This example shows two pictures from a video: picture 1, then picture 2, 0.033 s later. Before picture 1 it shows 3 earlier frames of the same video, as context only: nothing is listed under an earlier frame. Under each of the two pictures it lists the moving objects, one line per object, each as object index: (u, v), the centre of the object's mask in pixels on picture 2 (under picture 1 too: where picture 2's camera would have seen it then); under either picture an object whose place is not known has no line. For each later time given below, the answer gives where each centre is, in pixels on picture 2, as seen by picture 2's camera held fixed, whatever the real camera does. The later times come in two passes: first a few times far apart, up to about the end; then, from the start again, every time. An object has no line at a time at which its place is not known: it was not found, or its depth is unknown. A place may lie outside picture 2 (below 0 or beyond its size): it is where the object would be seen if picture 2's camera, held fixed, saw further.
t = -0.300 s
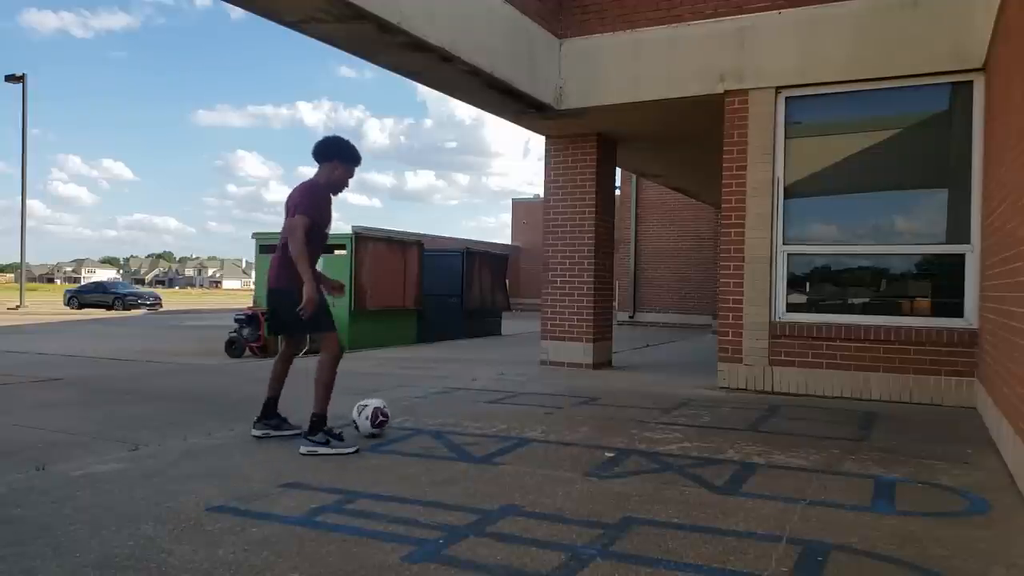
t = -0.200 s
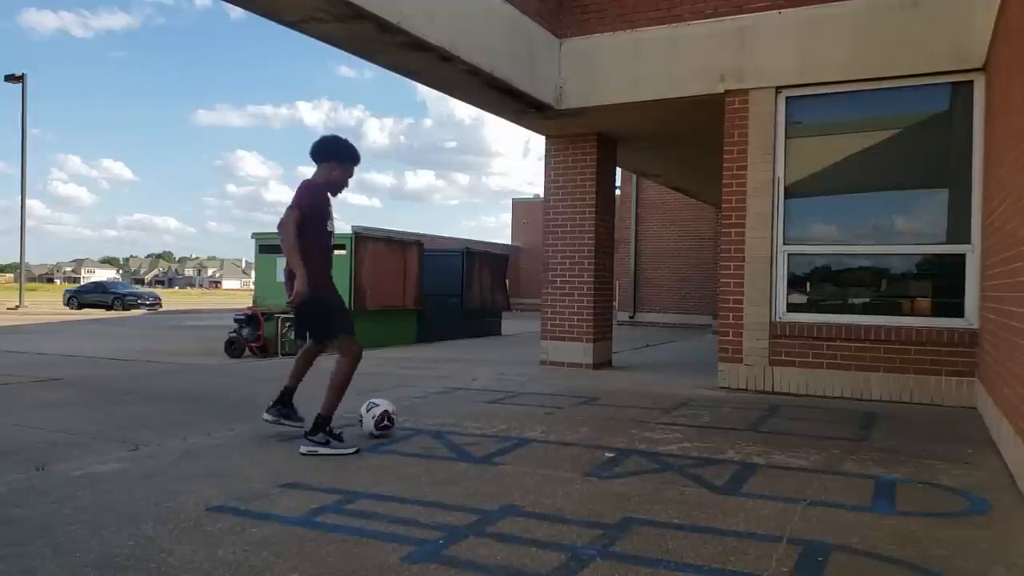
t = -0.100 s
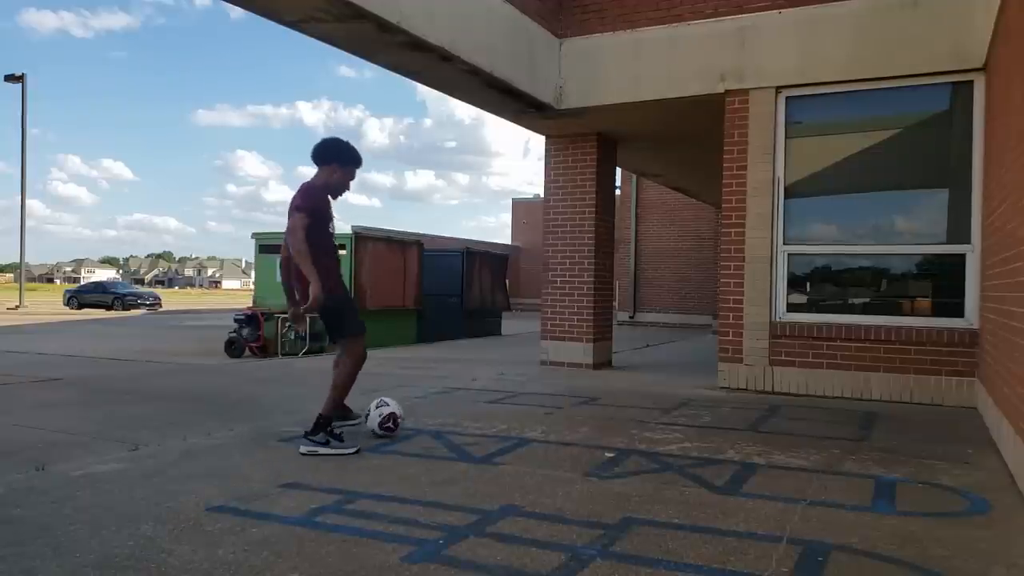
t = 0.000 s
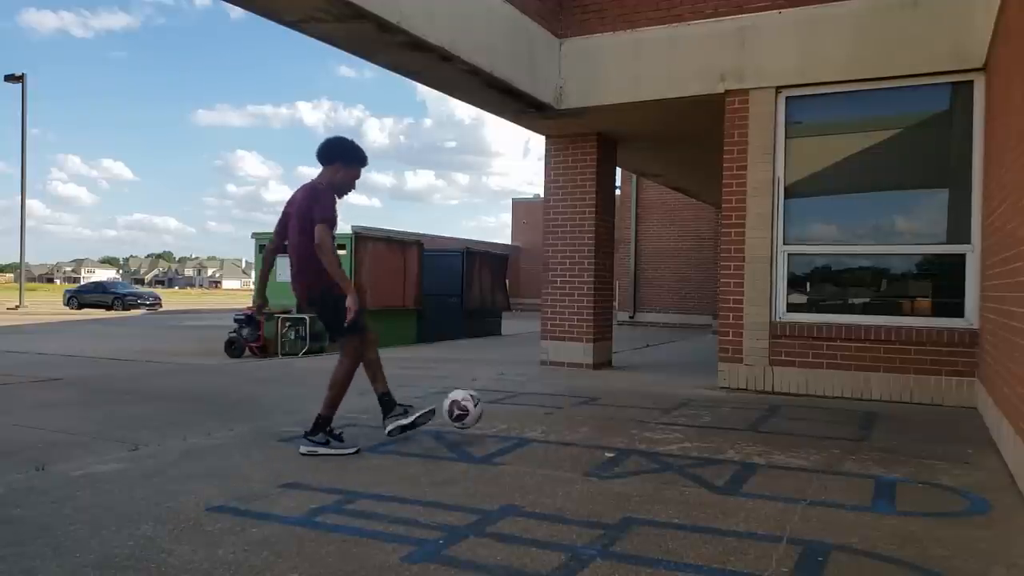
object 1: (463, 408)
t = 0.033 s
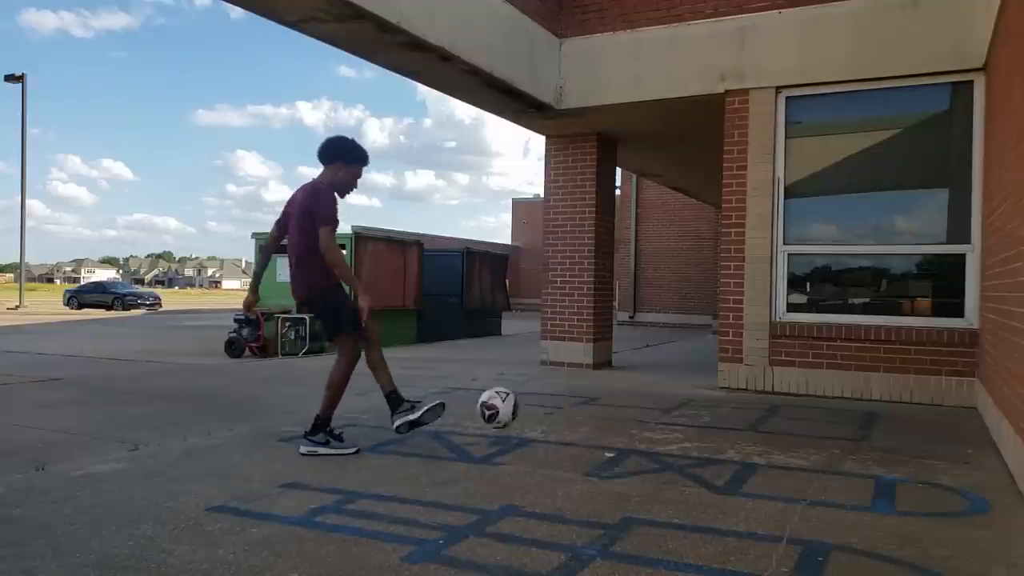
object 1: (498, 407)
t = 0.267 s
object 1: (780, 448)
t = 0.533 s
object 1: (907, 464)
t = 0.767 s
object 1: (751, 447)
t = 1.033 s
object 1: (616, 433)
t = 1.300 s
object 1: (503, 421)
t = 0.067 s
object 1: (534, 409)
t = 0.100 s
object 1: (572, 413)
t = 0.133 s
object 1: (613, 419)
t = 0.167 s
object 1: (655, 429)
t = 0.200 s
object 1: (700, 441)
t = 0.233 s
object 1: (745, 450)
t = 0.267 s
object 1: (780, 448)
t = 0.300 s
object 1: (817, 445)
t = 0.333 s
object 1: (856, 445)
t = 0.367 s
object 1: (897, 447)
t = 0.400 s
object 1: (942, 455)
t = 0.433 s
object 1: (989, 464)
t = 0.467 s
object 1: (980, 466)
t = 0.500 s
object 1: (942, 464)
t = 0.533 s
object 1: (907, 464)
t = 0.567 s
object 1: (878, 462)
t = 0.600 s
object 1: (854, 455)
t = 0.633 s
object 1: (832, 451)
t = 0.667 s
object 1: (810, 451)
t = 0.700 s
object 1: (790, 452)
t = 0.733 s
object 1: (770, 450)
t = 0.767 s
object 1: (751, 447)
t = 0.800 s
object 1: (733, 446)
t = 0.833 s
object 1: (714, 444)
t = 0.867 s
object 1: (697, 442)
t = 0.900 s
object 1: (680, 440)
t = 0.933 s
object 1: (663, 438)
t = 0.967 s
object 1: (647, 438)
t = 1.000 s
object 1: (631, 434)
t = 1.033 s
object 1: (616, 433)
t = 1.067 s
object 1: (600, 433)
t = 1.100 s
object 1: (585, 430)
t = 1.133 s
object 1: (570, 429)
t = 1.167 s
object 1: (556, 427)
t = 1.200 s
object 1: (542, 425)
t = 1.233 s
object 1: (529, 425)
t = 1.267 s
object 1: (515, 421)
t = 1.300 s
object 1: (503, 421)
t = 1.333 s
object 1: (490, 420)
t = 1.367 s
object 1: (477, 419)
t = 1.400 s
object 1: (464, 417)
